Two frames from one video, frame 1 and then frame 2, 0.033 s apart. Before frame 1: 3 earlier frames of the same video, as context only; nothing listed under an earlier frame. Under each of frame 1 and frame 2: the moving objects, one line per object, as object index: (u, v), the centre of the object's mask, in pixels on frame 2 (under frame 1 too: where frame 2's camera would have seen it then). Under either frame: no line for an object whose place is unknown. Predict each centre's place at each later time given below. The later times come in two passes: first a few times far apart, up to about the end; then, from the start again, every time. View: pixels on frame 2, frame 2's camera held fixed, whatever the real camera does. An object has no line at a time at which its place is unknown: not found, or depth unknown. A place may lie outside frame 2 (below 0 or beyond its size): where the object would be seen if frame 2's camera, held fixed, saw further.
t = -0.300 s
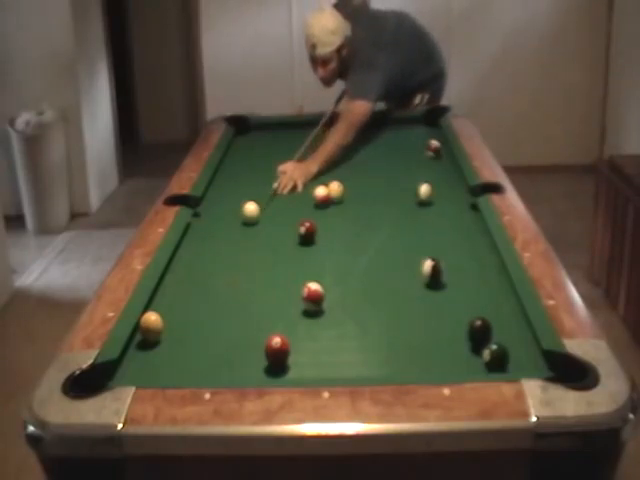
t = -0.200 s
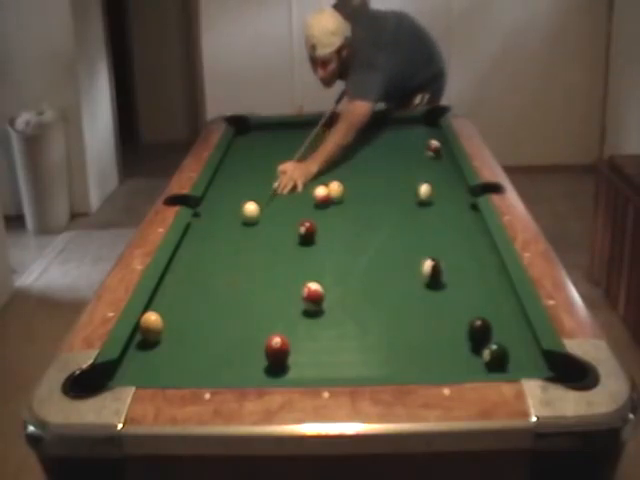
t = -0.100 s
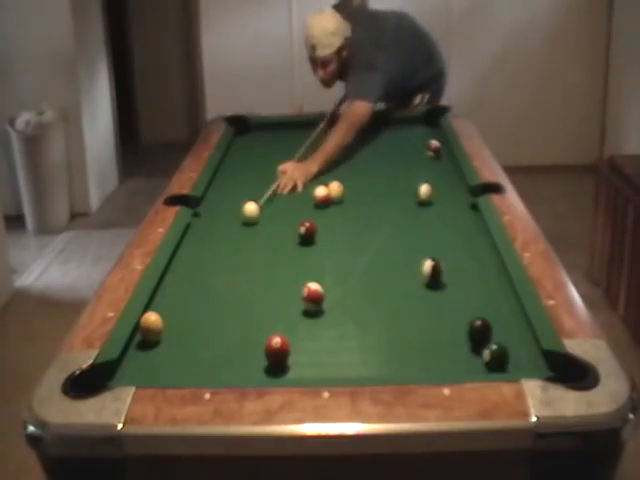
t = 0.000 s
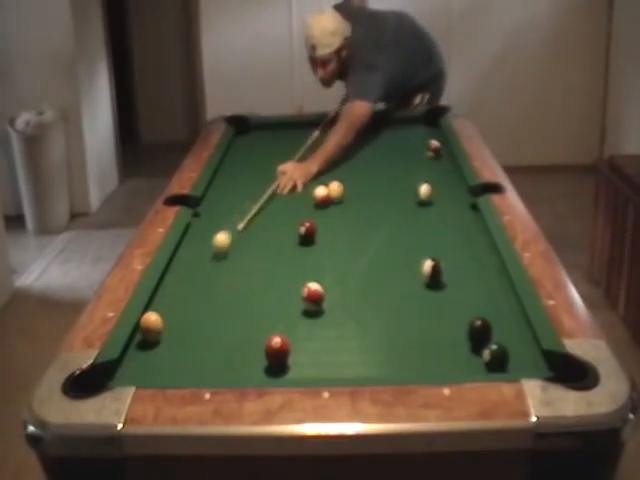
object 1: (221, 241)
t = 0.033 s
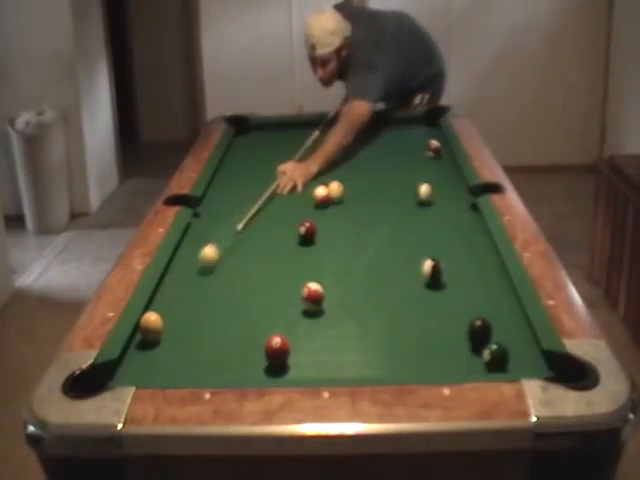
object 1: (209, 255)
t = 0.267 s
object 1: (159, 310)
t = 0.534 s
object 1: (185, 302)
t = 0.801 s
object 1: (209, 293)
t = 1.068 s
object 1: (230, 287)
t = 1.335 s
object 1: (249, 282)
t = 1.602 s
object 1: (265, 277)
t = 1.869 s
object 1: (279, 273)
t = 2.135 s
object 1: (291, 270)
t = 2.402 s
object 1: (302, 266)
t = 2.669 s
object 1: (311, 263)
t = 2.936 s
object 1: (318, 263)
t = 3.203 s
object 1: (324, 260)
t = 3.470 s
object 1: (329, 260)
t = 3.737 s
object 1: (332, 260)
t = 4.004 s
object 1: (333, 259)
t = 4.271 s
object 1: (333, 260)
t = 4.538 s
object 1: (333, 259)
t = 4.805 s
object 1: (333, 260)
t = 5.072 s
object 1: (333, 260)
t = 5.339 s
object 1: (333, 260)
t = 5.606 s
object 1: (333, 260)
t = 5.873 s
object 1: (333, 260)
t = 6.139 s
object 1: (333, 259)
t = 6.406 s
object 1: (333, 260)
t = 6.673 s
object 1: (333, 260)
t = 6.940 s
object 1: (333, 260)
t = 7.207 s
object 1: (333, 260)
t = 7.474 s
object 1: (333, 260)
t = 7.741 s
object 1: (333, 260)
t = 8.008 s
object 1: (333, 260)
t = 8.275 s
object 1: (333, 260)
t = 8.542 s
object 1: (333, 260)
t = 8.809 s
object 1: (333, 260)
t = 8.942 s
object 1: (333, 260)
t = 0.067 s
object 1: (195, 269)
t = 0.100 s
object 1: (182, 283)
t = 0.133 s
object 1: (168, 299)
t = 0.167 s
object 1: (156, 308)
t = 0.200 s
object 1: (154, 311)
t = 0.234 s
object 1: (157, 310)
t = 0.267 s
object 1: (159, 310)
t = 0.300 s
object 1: (162, 309)
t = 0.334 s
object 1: (165, 308)
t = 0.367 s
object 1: (169, 307)
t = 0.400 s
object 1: (172, 305)
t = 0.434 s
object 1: (176, 304)
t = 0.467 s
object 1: (179, 304)
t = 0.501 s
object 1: (182, 303)
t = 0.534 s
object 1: (185, 302)
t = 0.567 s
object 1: (188, 301)
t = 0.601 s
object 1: (192, 300)
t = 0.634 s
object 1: (195, 299)
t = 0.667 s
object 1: (198, 298)
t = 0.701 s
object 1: (200, 297)
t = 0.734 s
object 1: (203, 296)
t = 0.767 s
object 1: (206, 295)
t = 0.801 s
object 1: (209, 293)
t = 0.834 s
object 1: (212, 294)
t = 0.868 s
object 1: (215, 292)
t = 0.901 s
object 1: (217, 291)
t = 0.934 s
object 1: (219, 291)
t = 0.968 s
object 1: (222, 289)
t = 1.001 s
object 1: (225, 289)
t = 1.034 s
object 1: (227, 288)
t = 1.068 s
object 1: (230, 287)
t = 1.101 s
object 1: (233, 286)
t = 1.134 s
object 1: (235, 286)
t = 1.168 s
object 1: (237, 285)
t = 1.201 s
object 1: (240, 285)
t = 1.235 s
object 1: (242, 284)
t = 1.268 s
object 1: (244, 283)
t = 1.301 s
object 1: (246, 283)
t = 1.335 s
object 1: (249, 282)
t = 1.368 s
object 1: (251, 281)
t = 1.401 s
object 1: (253, 281)
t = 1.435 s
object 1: (255, 280)
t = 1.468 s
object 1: (257, 280)
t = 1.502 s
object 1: (259, 279)
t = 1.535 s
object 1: (261, 278)
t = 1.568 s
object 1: (263, 278)
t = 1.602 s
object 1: (265, 277)
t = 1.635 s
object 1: (267, 276)
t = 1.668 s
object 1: (268, 276)
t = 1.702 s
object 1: (270, 275)
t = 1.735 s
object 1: (272, 275)
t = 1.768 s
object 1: (274, 274)
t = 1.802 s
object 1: (275, 274)
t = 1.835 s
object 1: (277, 273)
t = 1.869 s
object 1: (279, 273)
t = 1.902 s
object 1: (280, 272)
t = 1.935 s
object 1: (282, 272)
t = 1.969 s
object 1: (284, 272)
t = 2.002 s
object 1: (285, 271)
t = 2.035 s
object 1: (287, 270)
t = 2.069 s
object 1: (288, 270)
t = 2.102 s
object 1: (290, 270)
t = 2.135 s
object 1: (291, 270)
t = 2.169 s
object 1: (293, 269)
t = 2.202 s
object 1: (294, 269)
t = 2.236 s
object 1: (295, 268)
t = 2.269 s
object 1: (296, 268)
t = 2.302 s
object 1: (298, 268)
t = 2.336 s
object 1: (299, 267)
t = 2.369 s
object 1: (301, 267)
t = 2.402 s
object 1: (302, 266)
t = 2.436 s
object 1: (303, 266)
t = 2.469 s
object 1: (304, 266)
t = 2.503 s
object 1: (305, 265)
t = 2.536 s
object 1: (307, 265)
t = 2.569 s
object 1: (308, 265)
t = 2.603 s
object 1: (309, 264)
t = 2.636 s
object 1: (310, 264)
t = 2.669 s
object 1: (311, 263)
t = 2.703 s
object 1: (312, 263)
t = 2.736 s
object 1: (313, 264)
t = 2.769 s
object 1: (313, 263)
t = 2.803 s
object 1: (314, 264)
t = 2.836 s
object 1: (315, 264)
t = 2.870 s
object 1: (316, 264)
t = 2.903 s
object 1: (317, 263)
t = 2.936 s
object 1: (318, 263)
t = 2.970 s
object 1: (319, 263)
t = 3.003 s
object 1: (320, 263)
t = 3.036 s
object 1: (320, 263)
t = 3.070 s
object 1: (321, 262)
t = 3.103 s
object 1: (322, 261)
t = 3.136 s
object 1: (322, 261)
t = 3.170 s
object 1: (323, 260)
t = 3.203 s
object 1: (324, 260)
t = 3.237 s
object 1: (324, 260)
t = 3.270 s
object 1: (325, 259)
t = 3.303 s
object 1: (325, 260)
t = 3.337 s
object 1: (326, 259)
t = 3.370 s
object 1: (327, 260)
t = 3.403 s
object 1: (327, 259)
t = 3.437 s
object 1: (328, 259)
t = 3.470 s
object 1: (329, 260)
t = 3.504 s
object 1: (329, 259)
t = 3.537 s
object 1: (330, 259)
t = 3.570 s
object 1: (330, 260)
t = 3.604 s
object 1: (330, 259)
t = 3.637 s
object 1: (331, 259)
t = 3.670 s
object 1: (331, 259)
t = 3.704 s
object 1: (332, 259)
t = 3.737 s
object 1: (332, 260)
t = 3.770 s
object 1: (332, 259)
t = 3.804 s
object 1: (332, 259)
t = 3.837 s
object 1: (333, 259)
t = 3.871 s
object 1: (333, 259)
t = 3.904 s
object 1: (333, 260)
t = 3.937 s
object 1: (333, 260)
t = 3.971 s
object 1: (333, 259)
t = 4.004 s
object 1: (333, 259)
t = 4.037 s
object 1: (333, 259)
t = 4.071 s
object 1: (333, 259)
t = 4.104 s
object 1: (333, 259)
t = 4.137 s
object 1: (333, 259)
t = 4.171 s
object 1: (333, 259)
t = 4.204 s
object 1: (333, 259)
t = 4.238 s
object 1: (333, 260)
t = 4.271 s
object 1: (333, 260)
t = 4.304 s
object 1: (333, 260)
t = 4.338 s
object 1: (333, 259)
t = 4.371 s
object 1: (333, 259)
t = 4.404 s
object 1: (333, 260)
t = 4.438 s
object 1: (333, 260)
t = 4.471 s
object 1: (333, 260)
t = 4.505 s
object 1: (333, 260)
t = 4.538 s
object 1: (333, 259)
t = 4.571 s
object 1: (333, 260)
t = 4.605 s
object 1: (333, 260)
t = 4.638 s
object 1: (333, 260)
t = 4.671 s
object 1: (333, 260)
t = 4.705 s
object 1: (333, 260)
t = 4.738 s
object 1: (333, 260)
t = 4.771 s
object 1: (333, 260)
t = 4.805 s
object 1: (333, 260)
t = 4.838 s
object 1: (333, 259)
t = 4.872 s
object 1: (333, 260)
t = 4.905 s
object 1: (333, 259)
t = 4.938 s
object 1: (333, 260)
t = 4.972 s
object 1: (333, 260)
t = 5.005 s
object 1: (333, 259)
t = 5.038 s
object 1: (333, 260)
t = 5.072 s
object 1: (333, 260)
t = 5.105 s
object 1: (333, 259)
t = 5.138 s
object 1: (333, 260)
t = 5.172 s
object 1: (333, 260)
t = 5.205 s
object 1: (333, 260)
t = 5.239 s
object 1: (333, 260)
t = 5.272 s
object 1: (333, 260)
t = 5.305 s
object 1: (333, 260)
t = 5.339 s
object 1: (333, 260)
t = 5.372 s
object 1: (333, 259)
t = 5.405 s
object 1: (333, 260)
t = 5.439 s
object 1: (333, 260)
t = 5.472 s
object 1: (333, 260)
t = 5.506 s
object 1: (333, 259)
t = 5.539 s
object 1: (333, 260)
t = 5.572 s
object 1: (333, 260)
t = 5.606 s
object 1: (333, 260)
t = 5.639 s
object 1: (333, 260)
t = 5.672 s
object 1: (333, 260)
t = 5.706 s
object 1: (333, 260)
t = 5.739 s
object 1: (333, 260)
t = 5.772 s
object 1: (333, 260)
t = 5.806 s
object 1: (333, 260)
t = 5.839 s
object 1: (333, 260)
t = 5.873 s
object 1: (333, 260)
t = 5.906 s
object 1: (333, 260)
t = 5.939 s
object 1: (333, 260)
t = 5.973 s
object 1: (333, 260)
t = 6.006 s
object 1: (333, 259)
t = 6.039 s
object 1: (333, 260)
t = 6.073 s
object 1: (333, 260)
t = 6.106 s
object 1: (333, 260)
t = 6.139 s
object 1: (333, 259)
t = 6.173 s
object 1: (333, 260)
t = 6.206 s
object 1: (333, 260)
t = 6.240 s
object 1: (333, 260)
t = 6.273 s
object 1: (333, 260)
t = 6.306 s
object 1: (333, 260)
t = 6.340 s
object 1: (333, 260)
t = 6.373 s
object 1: (333, 260)
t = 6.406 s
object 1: (333, 260)
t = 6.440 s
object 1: (333, 260)
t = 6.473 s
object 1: (333, 260)
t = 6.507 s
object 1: (333, 260)
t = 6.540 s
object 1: (333, 260)
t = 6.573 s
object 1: (333, 260)
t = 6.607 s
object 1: (333, 260)
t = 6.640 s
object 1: (333, 260)
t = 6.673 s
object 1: (333, 260)
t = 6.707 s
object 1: (333, 260)
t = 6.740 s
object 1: (333, 260)
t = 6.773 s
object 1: (333, 260)
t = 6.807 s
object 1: (333, 260)
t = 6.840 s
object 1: (333, 260)
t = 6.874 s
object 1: (333, 260)
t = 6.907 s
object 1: (333, 260)
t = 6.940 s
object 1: (333, 260)
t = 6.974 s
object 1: (333, 260)
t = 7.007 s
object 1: (333, 260)
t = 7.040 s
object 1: (333, 260)
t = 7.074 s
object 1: (333, 260)
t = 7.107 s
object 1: (333, 260)
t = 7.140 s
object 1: (333, 260)
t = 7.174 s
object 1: (333, 260)
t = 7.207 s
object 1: (333, 260)
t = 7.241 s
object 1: (333, 260)
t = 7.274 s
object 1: (333, 260)
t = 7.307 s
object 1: (333, 260)
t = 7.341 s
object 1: (333, 260)
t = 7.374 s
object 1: (333, 260)
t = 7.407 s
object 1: (333, 260)
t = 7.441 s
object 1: (333, 260)
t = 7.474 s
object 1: (333, 260)
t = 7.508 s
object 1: (333, 260)
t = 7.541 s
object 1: (333, 260)
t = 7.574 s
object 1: (333, 260)
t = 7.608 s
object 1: (333, 260)
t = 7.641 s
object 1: (333, 260)
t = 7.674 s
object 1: (333, 260)
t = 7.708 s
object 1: (333, 260)
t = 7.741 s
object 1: (333, 260)
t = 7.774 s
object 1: (333, 260)
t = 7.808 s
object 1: (333, 260)
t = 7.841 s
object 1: (333, 260)
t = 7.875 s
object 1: (333, 260)
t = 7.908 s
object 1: (333, 260)
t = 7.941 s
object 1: (333, 260)
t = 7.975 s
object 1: (333, 260)
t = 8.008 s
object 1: (333, 260)
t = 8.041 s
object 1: (333, 260)
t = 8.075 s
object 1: (333, 260)
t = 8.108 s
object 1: (333, 260)
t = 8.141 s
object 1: (333, 260)
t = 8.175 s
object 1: (333, 260)
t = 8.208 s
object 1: (333, 260)
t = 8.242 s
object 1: (333, 260)
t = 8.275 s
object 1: (333, 260)
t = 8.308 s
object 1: (333, 260)
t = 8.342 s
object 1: (333, 260)
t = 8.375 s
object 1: (333, 260)
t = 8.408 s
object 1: (333, 260)
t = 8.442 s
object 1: (333, 260)
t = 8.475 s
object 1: (333, 260)
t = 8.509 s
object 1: (333, 260)
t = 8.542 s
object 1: (333, 260)
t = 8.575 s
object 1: (333, 260)
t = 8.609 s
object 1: (333, 260)
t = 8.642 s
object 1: (333, 260)
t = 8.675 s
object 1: (333, 260)
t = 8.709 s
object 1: (333, 260)
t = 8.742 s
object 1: (333, 260)
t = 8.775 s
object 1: (333, 260)
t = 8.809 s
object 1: (333, 260)
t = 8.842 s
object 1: (333, 259)
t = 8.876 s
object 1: (333, 260)
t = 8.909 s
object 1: (333, 260)
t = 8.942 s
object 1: (333, 260)
